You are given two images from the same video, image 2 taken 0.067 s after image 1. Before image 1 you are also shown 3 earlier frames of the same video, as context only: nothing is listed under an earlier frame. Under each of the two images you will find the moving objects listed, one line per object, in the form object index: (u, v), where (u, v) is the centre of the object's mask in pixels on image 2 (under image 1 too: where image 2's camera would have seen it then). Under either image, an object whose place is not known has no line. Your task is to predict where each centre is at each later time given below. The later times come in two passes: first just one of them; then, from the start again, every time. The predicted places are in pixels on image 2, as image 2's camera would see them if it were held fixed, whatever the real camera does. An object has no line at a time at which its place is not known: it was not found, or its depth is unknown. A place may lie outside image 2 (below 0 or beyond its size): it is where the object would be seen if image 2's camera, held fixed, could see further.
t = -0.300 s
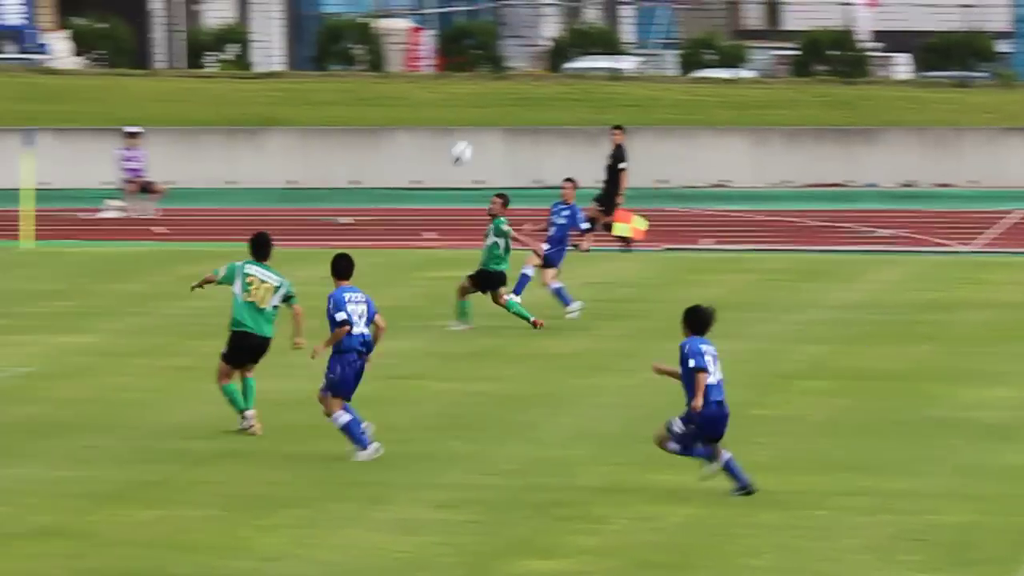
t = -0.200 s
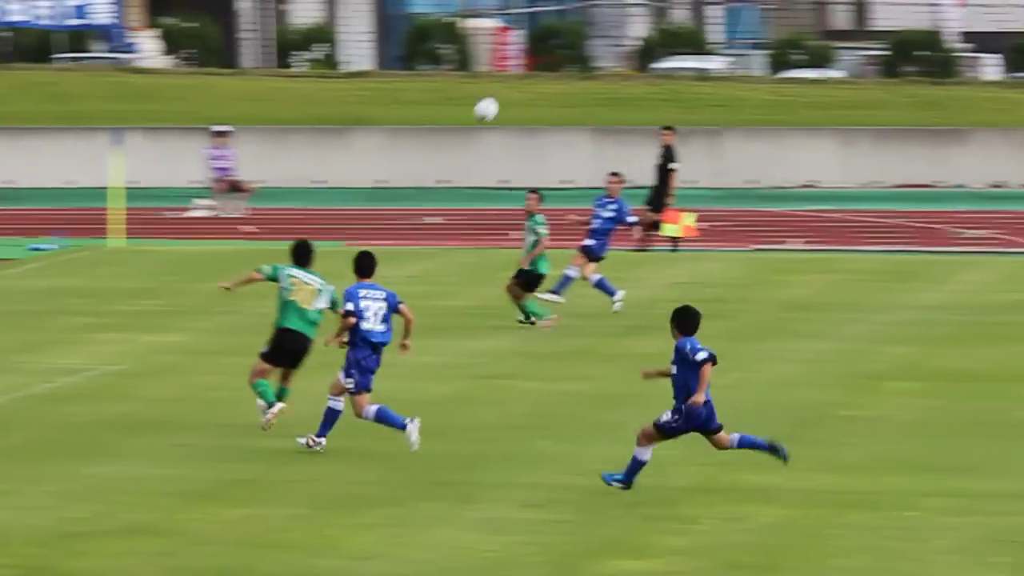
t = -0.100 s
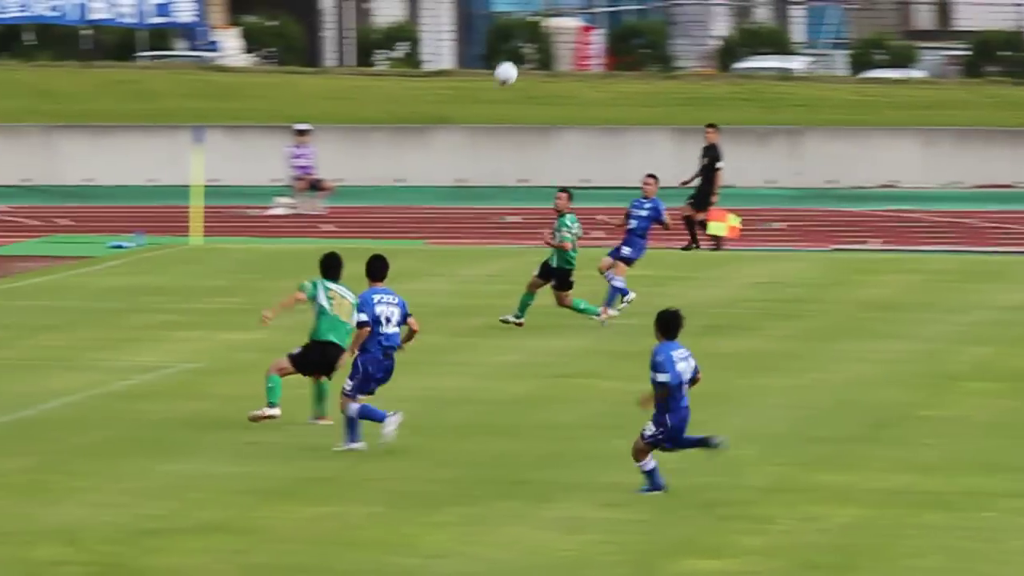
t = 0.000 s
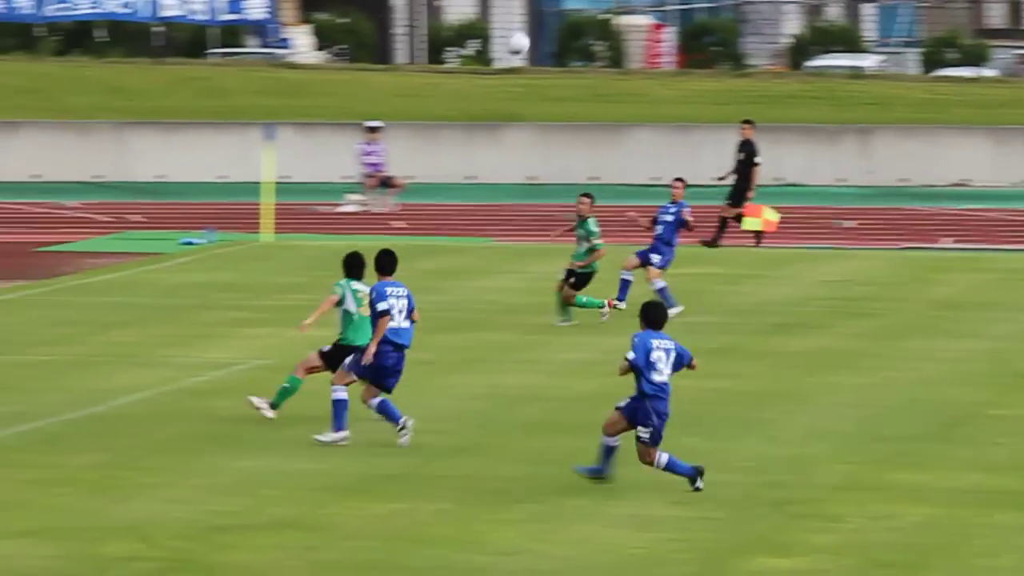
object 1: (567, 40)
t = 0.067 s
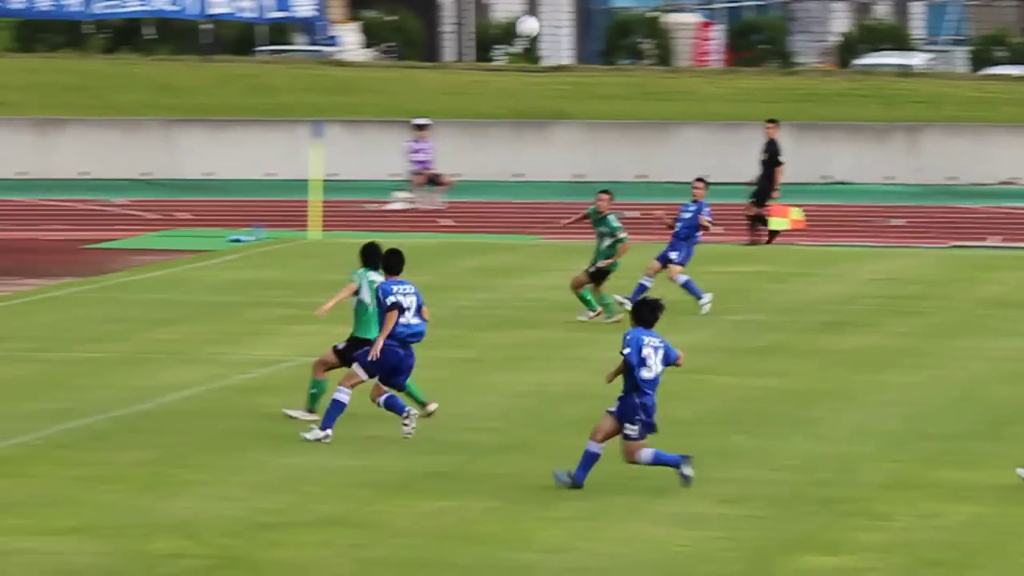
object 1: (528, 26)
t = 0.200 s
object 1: (452, 15)
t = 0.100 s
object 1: (508, 22)
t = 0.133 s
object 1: (489, 17)
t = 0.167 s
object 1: (470, 15)
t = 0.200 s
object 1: (452, 15)
